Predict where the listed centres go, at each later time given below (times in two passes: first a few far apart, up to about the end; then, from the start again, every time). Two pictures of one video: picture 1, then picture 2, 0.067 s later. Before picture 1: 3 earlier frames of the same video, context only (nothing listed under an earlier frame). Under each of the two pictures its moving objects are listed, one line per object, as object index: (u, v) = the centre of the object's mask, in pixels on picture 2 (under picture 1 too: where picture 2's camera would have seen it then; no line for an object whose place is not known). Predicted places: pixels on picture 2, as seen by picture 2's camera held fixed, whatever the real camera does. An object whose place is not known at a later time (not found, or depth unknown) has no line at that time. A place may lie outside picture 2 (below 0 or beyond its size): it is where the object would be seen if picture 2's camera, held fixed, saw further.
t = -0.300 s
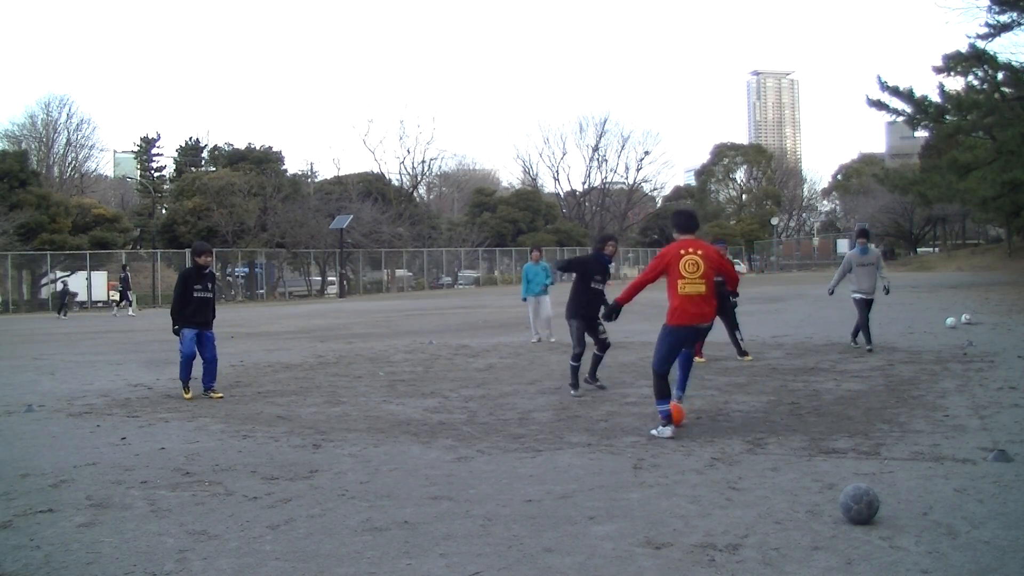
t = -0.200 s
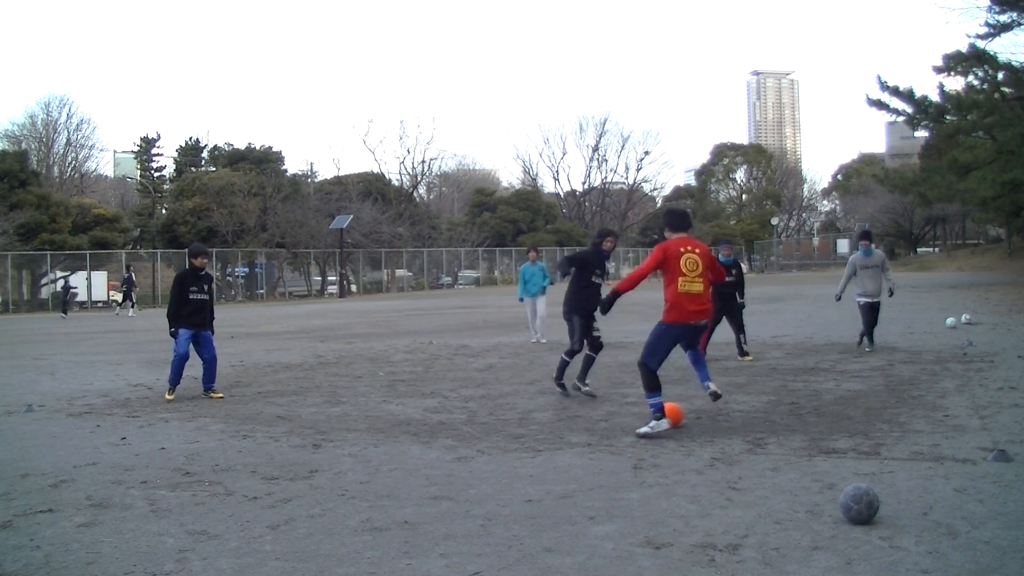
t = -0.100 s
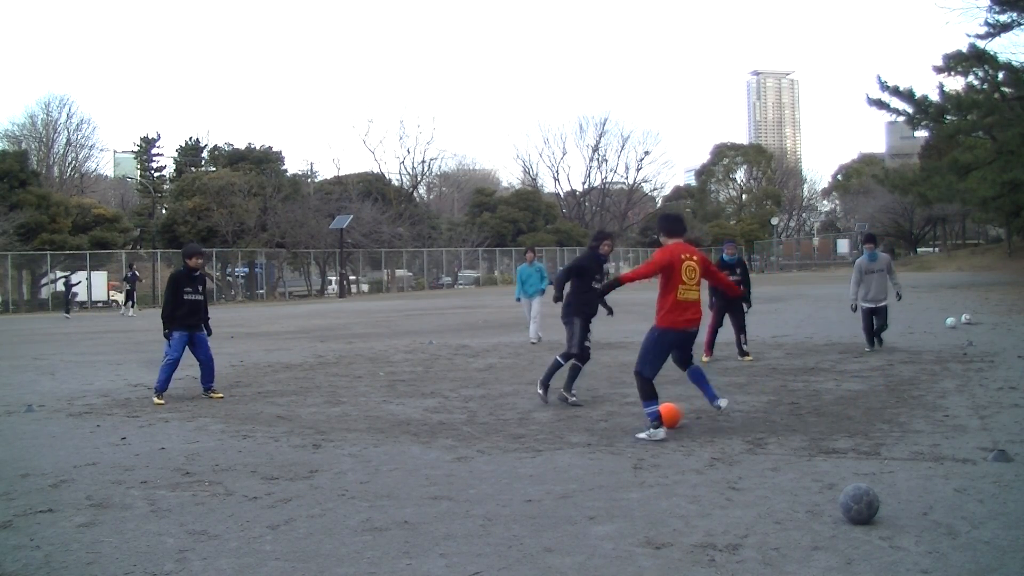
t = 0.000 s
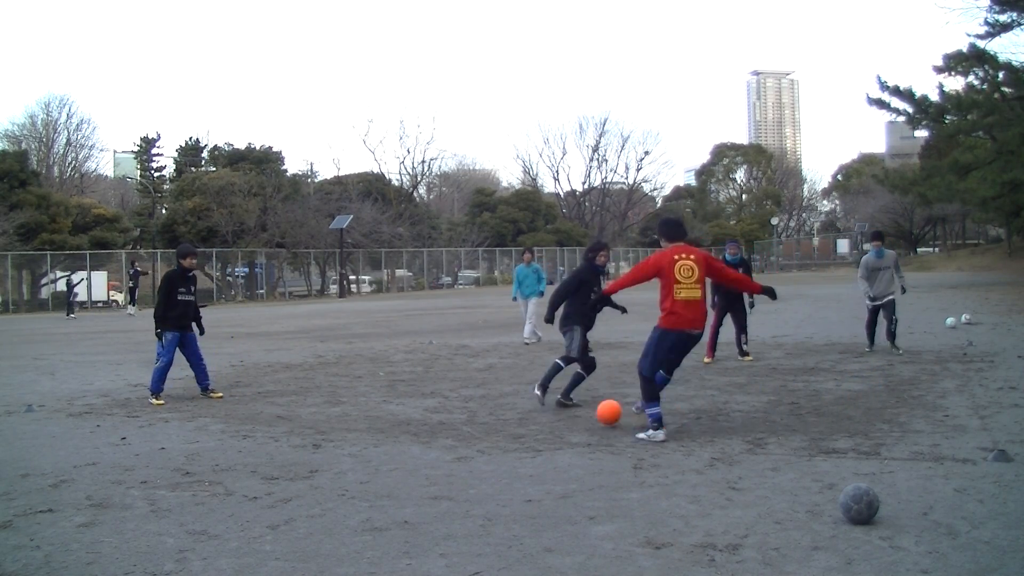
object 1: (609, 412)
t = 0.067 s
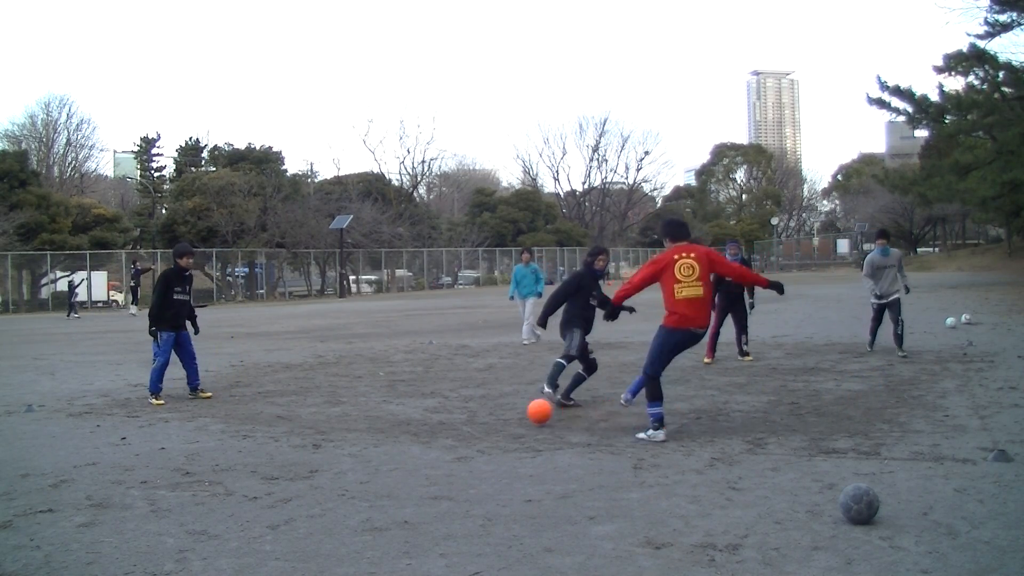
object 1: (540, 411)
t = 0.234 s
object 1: (393, 410)
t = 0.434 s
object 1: (256, 408)
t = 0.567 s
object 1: (188, 404)
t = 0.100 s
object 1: (506, 413)
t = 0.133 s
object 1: (475, 413)
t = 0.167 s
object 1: (446, 411)
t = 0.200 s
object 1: (418, 410)
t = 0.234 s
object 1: (393, 410)
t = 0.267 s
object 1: (367, 407)
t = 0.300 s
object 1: (344, 405)
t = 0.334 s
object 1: (320, 404)
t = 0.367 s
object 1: (298, 404)
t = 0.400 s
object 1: (277, 405)
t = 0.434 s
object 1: (256, 408)
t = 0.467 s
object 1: (238, 405)
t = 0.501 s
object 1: (221, 403)
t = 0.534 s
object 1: (204, 403)
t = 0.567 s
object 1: (188, 404)
